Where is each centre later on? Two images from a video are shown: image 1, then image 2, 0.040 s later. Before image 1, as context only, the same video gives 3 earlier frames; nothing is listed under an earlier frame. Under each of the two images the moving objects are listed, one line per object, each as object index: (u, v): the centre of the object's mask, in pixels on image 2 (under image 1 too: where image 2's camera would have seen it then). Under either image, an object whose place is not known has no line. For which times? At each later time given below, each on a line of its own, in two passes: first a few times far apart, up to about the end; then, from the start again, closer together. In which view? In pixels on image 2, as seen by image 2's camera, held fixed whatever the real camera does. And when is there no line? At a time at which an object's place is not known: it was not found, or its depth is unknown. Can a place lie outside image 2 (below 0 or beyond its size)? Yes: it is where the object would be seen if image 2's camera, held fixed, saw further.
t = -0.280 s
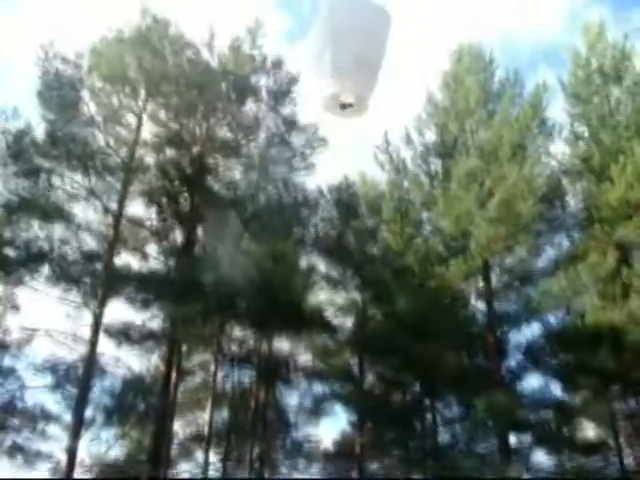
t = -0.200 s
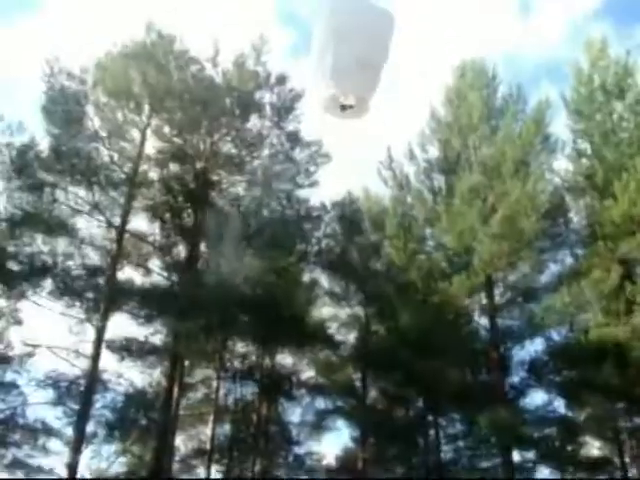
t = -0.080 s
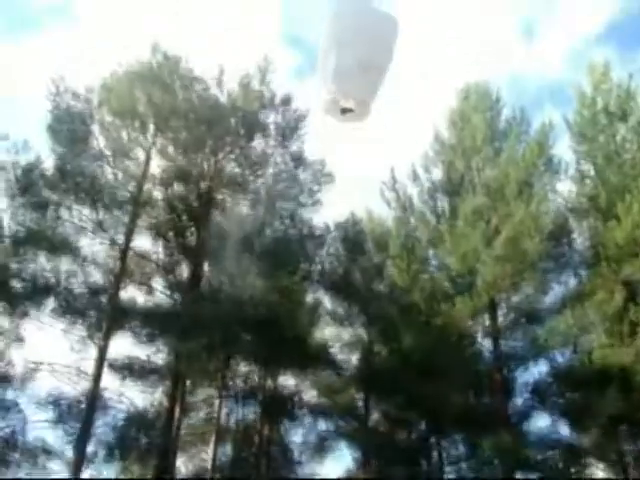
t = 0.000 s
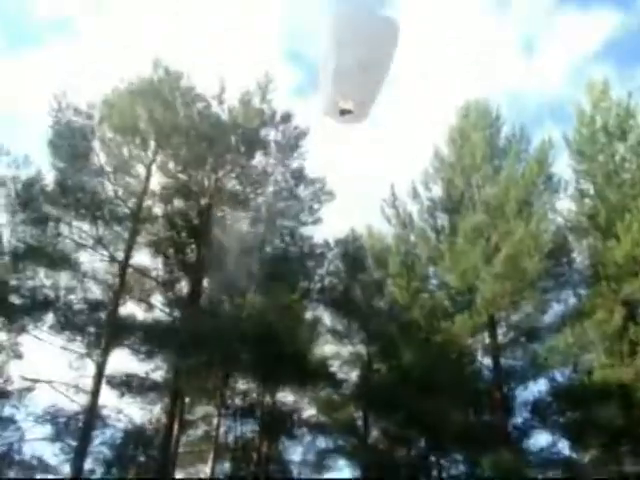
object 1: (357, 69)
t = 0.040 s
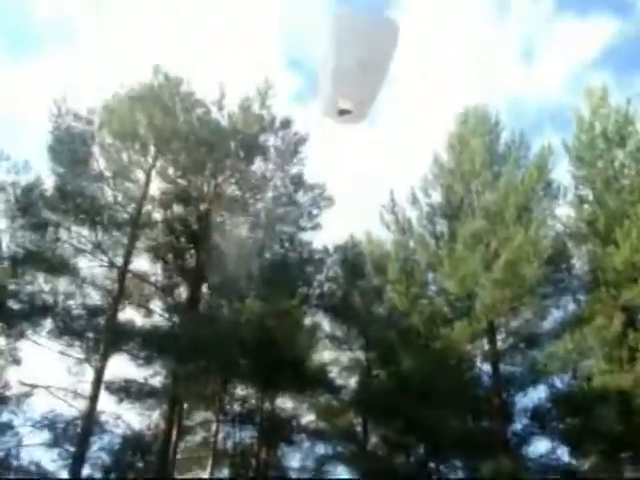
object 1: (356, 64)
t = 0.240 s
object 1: (353, 31)
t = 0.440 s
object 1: (353, -3)
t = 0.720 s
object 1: (351, -46)
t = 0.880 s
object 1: (351, -72)
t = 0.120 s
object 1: (355, 50)
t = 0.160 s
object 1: (356, 42)
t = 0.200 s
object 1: (355, 36)
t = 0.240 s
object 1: (353, 31)
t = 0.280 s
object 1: (354, 23)
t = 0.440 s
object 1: (353, -3)
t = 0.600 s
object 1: (350, -30)
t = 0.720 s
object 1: (351, -46)
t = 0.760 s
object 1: (351, -55)
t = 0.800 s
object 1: (351, -61)
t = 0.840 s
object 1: (352, -67)
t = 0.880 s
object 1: (351, -72)
